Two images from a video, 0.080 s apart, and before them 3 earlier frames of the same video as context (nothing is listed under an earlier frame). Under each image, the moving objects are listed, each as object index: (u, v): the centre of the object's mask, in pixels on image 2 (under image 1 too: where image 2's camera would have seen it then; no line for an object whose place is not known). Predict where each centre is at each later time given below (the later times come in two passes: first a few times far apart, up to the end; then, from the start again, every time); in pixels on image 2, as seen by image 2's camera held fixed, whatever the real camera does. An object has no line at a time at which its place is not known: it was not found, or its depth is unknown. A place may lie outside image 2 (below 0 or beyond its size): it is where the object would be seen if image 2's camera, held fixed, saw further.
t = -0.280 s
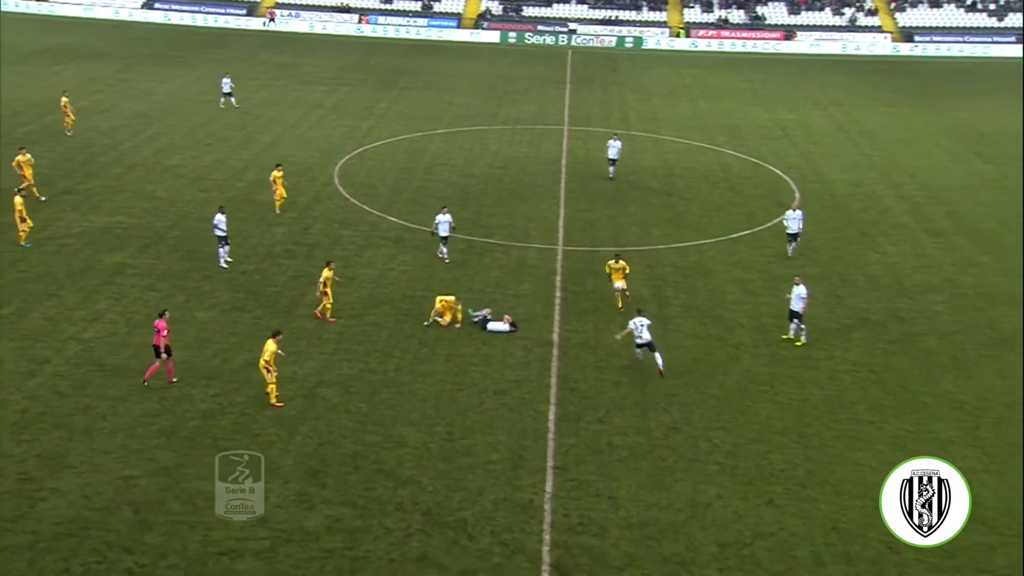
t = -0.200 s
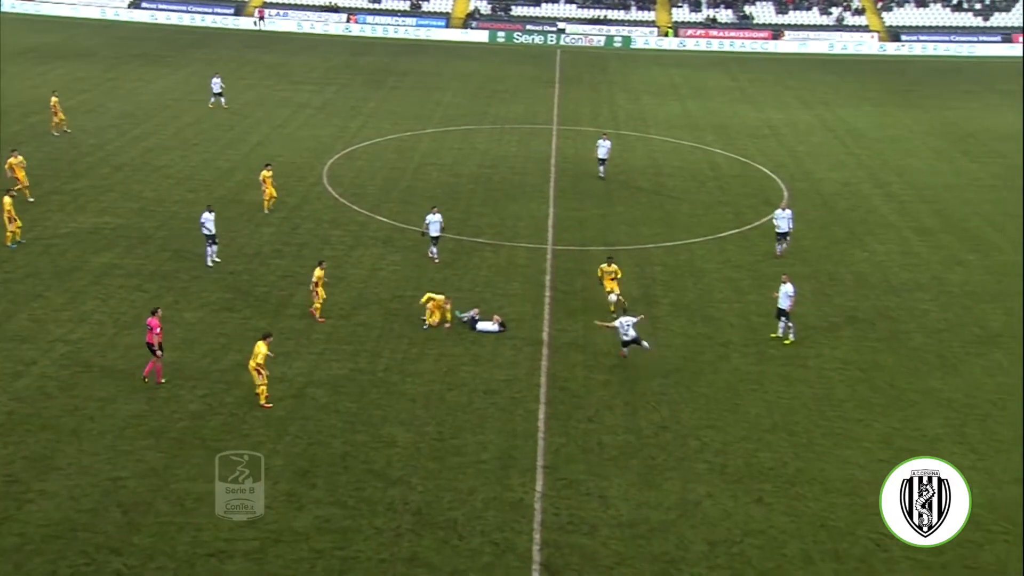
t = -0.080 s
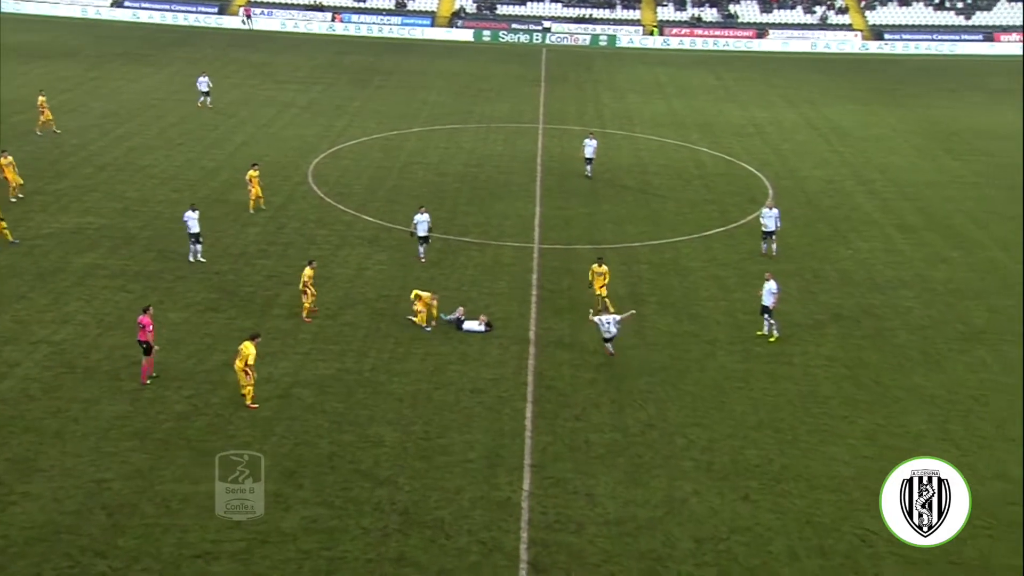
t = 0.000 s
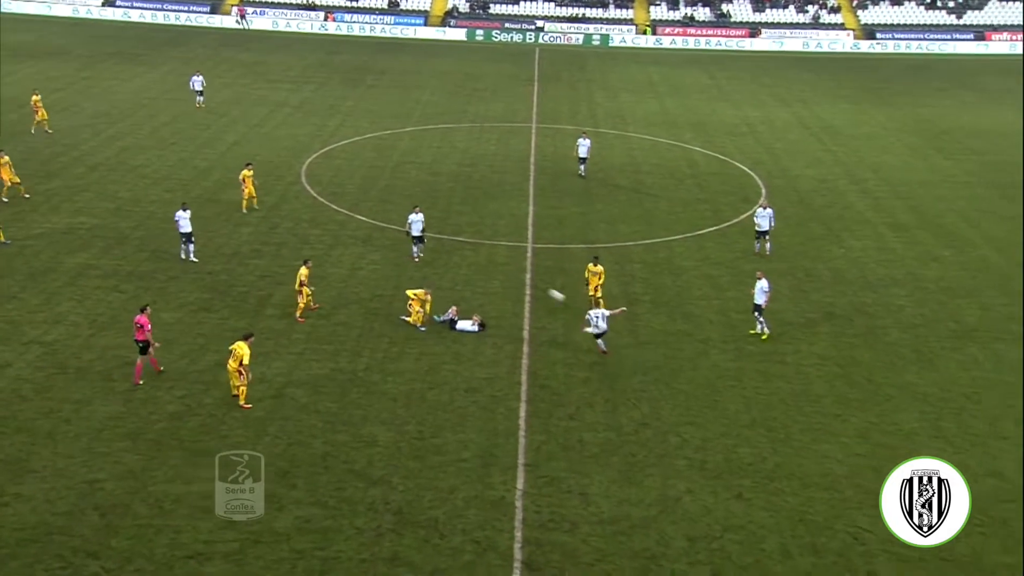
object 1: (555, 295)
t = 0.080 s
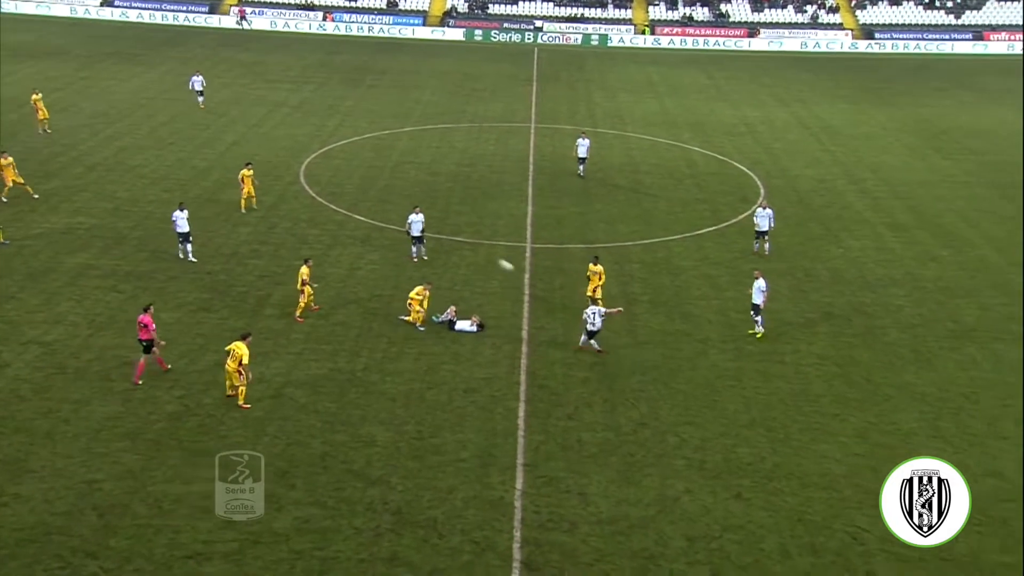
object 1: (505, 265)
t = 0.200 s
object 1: (434, 224)
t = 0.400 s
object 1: (319, 163)
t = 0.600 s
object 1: (215, 114)
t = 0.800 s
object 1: (120, 77)
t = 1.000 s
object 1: (33, 52)
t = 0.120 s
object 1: (481, 251)
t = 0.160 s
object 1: (457, 237)
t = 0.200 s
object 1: (434, 224)
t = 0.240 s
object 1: (409, 210)
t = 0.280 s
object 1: (387, 198)
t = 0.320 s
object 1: (364, 186)
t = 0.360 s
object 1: (341, 174)
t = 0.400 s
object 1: (319, 163)
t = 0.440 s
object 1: (298, 152)
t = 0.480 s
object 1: (277, 142)
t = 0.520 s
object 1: (255, 132)
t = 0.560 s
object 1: (235, 123)
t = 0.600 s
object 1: (215, 114)
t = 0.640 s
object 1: (195, 105)
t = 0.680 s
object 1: (175, 97)
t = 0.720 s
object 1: (157, 90)
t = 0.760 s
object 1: (138, 83)
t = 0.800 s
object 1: (120, 77)
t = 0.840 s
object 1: (102, 71)
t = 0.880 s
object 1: (84, 65)
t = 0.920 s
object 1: (67, 60)
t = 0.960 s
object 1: (50, 56)
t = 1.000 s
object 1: (33, 52)
